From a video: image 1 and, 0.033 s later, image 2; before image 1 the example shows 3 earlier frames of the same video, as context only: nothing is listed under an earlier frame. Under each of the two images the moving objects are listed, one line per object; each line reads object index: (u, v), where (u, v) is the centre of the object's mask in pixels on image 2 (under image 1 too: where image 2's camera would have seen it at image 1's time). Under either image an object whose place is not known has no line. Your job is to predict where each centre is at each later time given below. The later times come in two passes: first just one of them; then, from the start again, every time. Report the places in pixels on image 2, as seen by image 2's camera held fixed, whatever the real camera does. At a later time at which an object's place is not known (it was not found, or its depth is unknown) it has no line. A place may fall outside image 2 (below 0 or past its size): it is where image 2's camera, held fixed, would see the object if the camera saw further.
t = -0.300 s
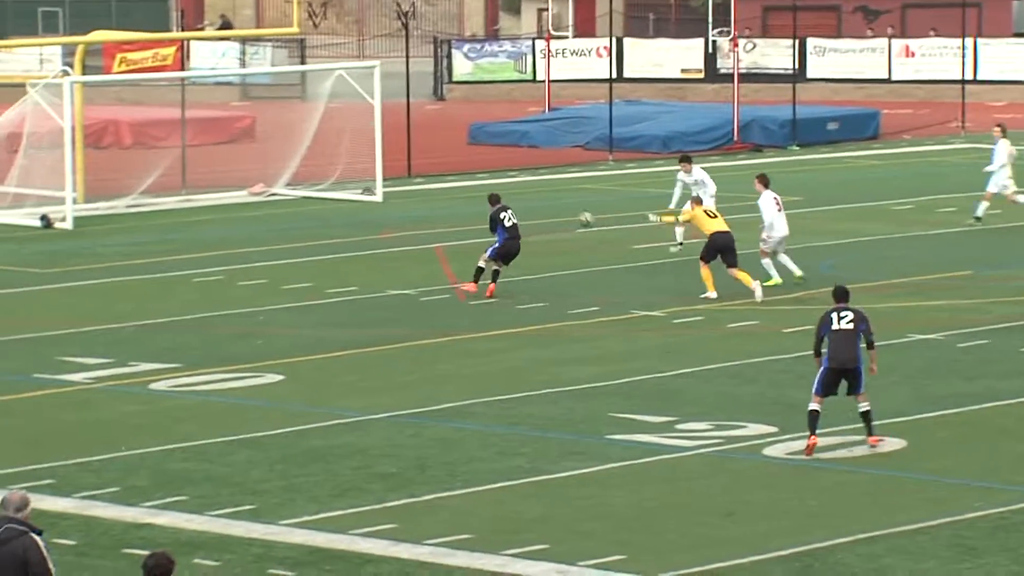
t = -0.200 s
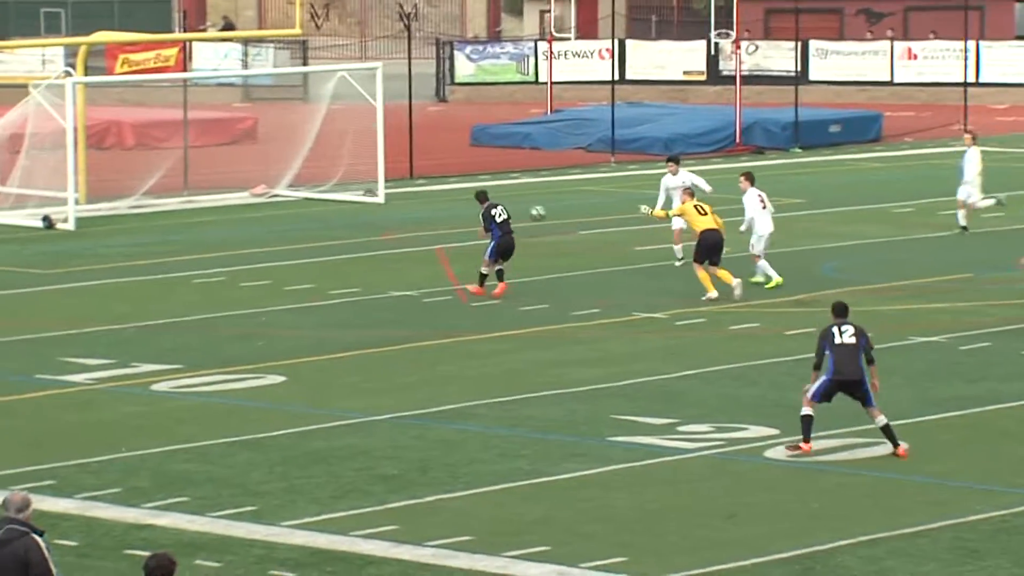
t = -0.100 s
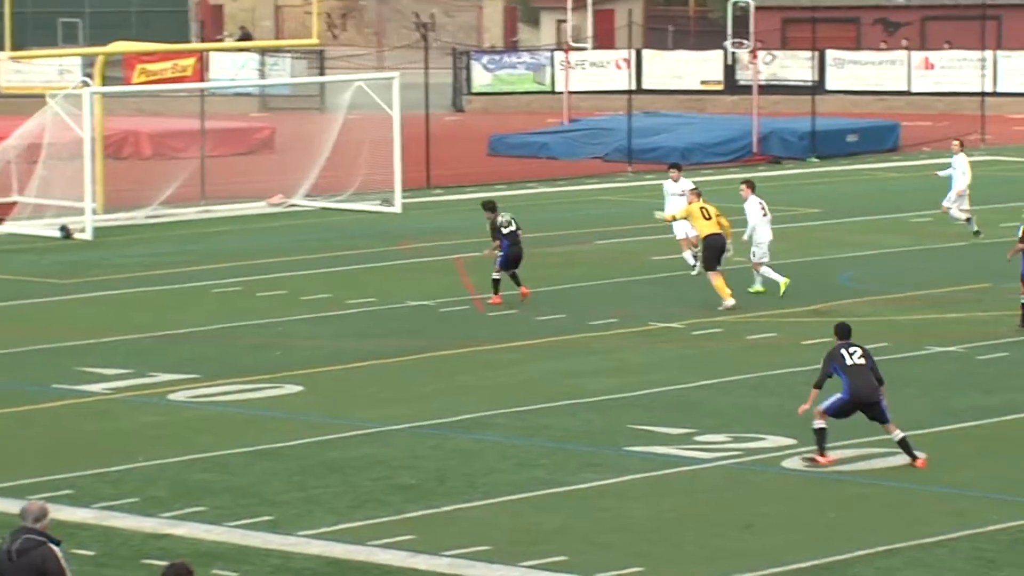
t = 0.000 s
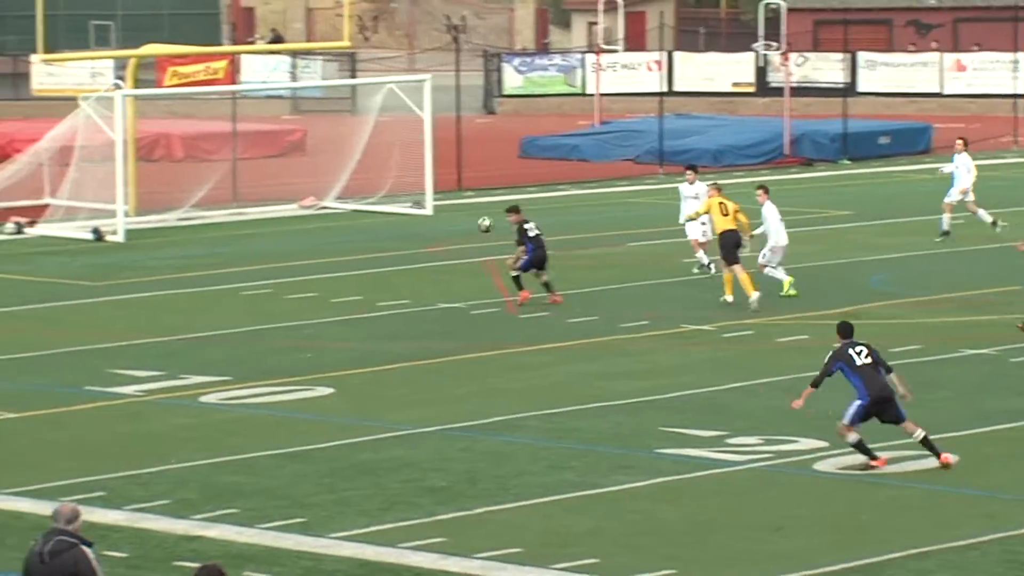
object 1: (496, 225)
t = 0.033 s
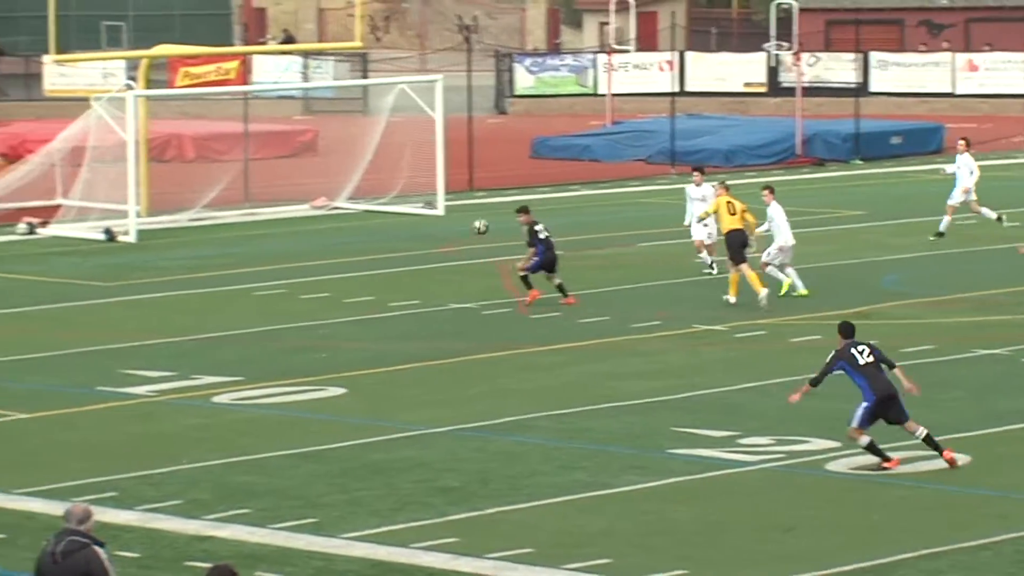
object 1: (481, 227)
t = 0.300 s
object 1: (349, 264)
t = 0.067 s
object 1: (464, 229)
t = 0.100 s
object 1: (447, 232)
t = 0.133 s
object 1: (431, 236)
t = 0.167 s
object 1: (414, 240)
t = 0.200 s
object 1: (398, 245)
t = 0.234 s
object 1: (382, 251)
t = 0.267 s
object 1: (366, 257)
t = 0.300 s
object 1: (349, 264)
